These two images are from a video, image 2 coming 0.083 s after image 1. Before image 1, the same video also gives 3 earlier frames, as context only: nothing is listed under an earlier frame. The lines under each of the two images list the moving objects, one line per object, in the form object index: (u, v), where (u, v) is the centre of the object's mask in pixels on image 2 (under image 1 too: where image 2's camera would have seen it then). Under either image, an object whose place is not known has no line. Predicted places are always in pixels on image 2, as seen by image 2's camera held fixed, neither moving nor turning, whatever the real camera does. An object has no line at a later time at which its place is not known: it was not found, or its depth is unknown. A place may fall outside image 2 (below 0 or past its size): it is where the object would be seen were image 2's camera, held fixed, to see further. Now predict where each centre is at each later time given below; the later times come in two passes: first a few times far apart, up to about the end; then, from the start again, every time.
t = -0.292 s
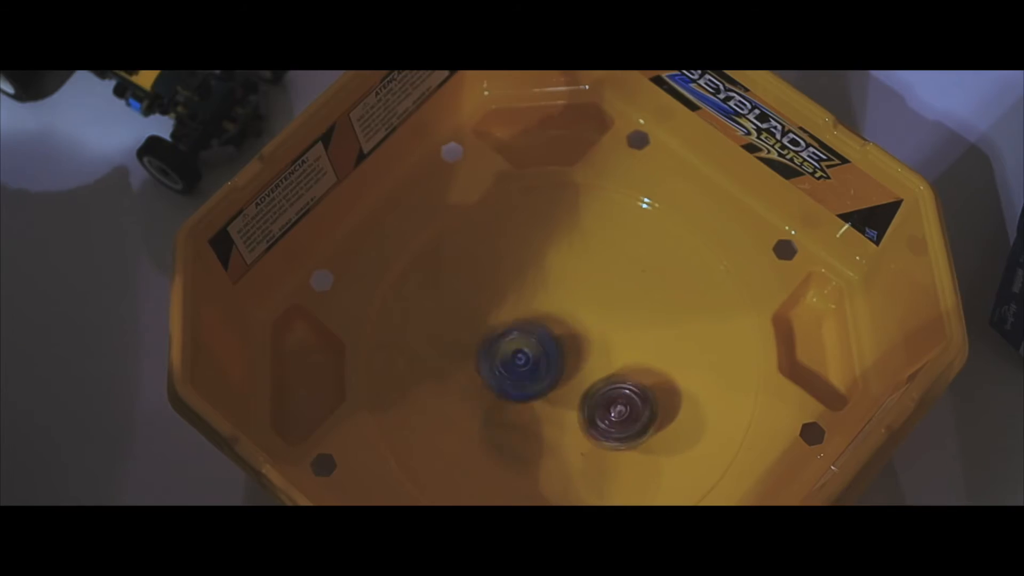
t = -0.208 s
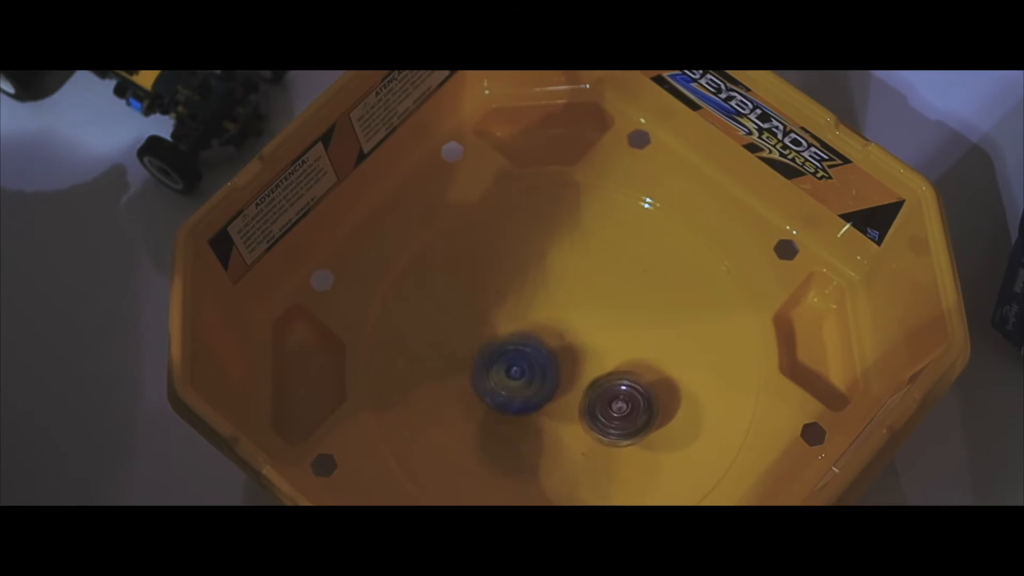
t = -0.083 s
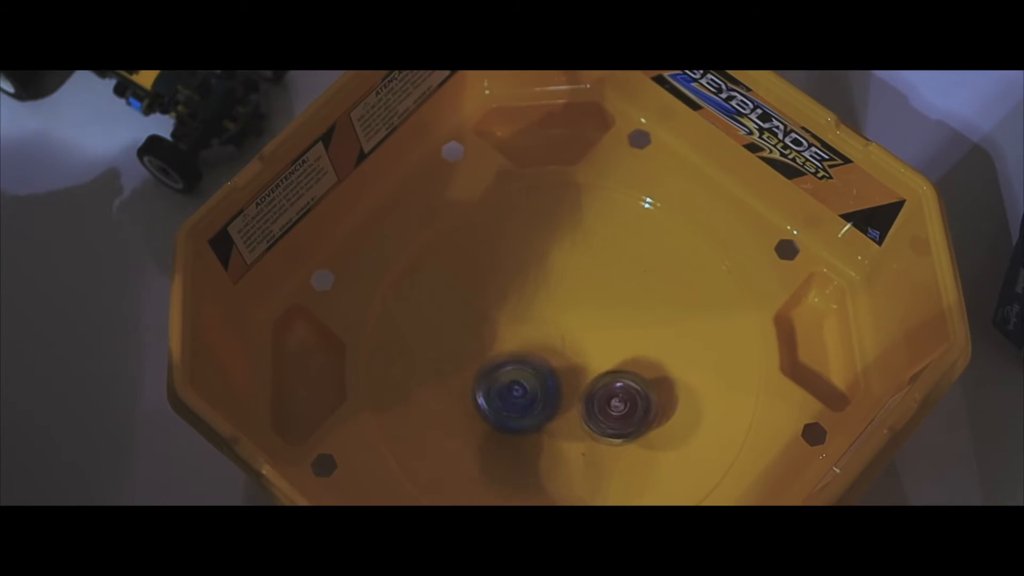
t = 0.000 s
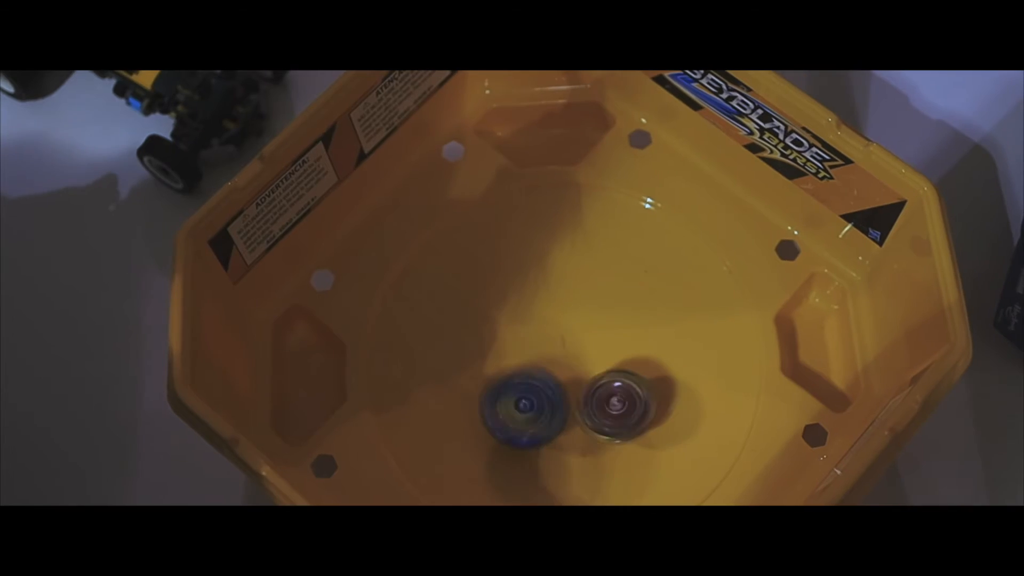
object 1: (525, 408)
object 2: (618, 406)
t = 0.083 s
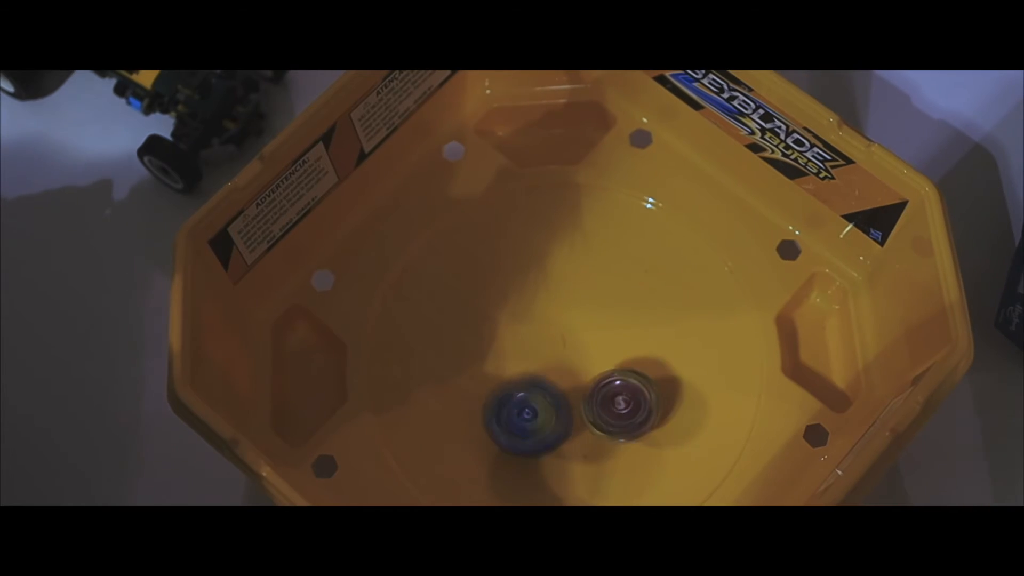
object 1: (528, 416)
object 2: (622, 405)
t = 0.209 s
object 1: (527, 424)
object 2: (627, 404)
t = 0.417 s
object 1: (534, 429)
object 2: (626, 397)
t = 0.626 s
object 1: (536, 415)
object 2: (649, 387)
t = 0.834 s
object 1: (512, 393)
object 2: (708, 348)
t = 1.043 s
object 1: (485, 381)
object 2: (731, 305)
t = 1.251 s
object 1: (459, 379)
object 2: (720, 268)
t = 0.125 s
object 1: (527, 419)
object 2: (626, 405)
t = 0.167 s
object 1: (527, 422)
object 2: (627, 404)
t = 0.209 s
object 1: (527, 424)
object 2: (627, 404)
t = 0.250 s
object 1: (529, 426)
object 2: (626, 402)
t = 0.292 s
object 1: (528, 427)
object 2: (626, 401)
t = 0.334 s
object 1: (530, 428)
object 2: (626, 400)
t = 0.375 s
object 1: (532, 430)
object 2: (626, 399)
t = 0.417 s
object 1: (534, 429)
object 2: (626, 397)
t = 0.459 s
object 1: (537, 427)
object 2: (625, 396)
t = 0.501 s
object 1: (540, 426)
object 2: (625, 394)
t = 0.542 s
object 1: (541, 424)
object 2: (624, 393)
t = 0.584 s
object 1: (540, 421)
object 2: (635, 394)
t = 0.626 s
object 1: (536, 415)
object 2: (649, 387)
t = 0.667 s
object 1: (531, 410)
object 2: (663, 383)
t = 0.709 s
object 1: (527, 407)
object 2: (677, 384)
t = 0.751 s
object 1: (522, 402)
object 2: (689, 370)
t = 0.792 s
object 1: (517, 396)
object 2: (699, 357)
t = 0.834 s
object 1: (512, 393)
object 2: (708, 348)
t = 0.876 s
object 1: (507, 392)
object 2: (718, 341)
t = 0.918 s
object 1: (501, 388)
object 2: (721, 330)
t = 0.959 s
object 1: (494, 384)
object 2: (723, 322)
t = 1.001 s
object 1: (489, 383)
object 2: (727, 313)
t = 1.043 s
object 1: (485, 381)
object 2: (731, 305)
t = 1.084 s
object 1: (478, 379)
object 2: (733, 296)
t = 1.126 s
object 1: (473, 378)
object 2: (735, 285)
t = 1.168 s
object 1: (469, 379)
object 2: (733, 279)
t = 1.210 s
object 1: (464, 378)
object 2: (728, 272)
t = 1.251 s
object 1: (459, 379)
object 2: (720, 268)
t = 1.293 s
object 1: (455, 382)
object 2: (700, 255)
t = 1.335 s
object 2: (691, 250)
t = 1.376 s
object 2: (682, 246)
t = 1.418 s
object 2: (673, 244)
